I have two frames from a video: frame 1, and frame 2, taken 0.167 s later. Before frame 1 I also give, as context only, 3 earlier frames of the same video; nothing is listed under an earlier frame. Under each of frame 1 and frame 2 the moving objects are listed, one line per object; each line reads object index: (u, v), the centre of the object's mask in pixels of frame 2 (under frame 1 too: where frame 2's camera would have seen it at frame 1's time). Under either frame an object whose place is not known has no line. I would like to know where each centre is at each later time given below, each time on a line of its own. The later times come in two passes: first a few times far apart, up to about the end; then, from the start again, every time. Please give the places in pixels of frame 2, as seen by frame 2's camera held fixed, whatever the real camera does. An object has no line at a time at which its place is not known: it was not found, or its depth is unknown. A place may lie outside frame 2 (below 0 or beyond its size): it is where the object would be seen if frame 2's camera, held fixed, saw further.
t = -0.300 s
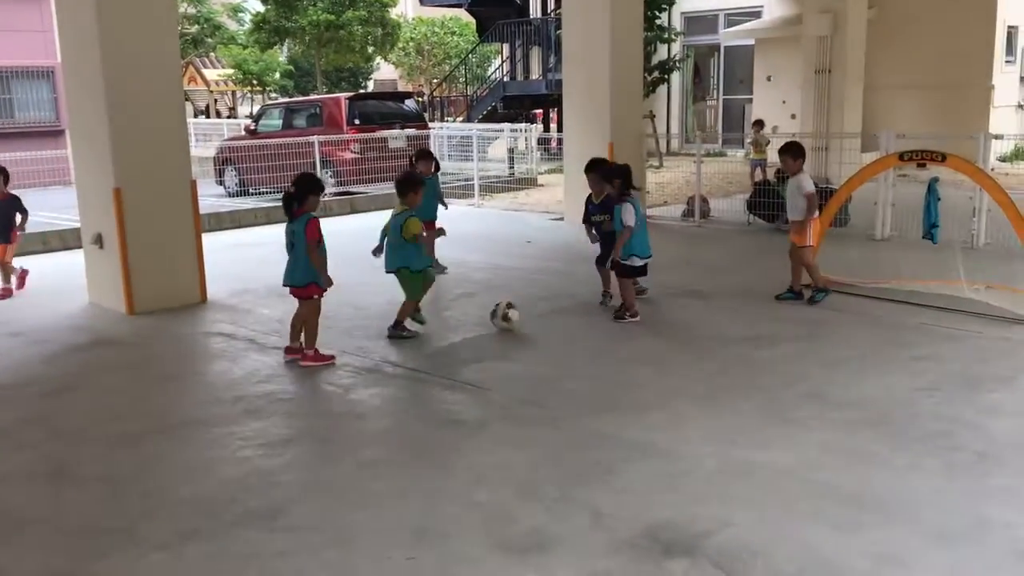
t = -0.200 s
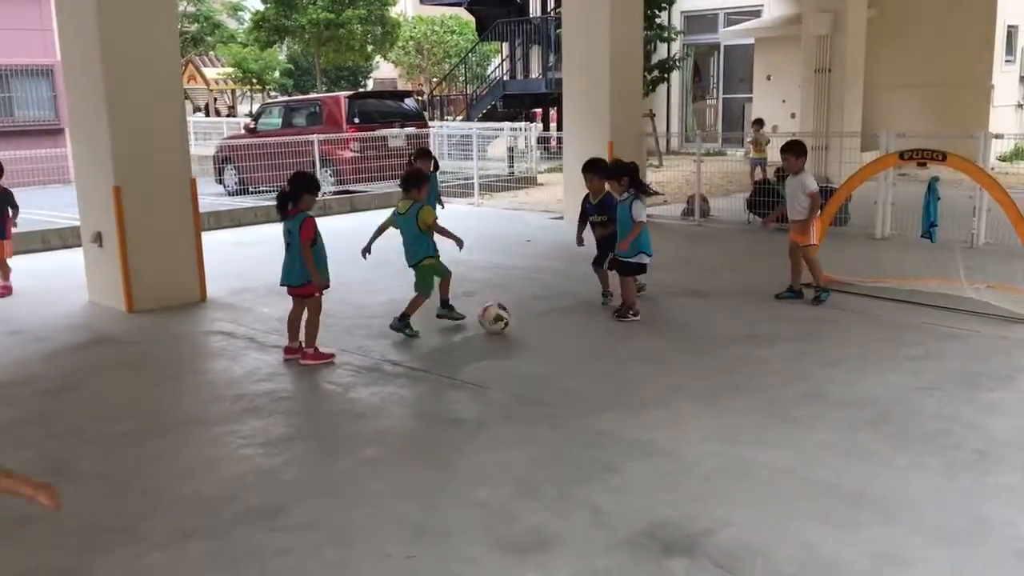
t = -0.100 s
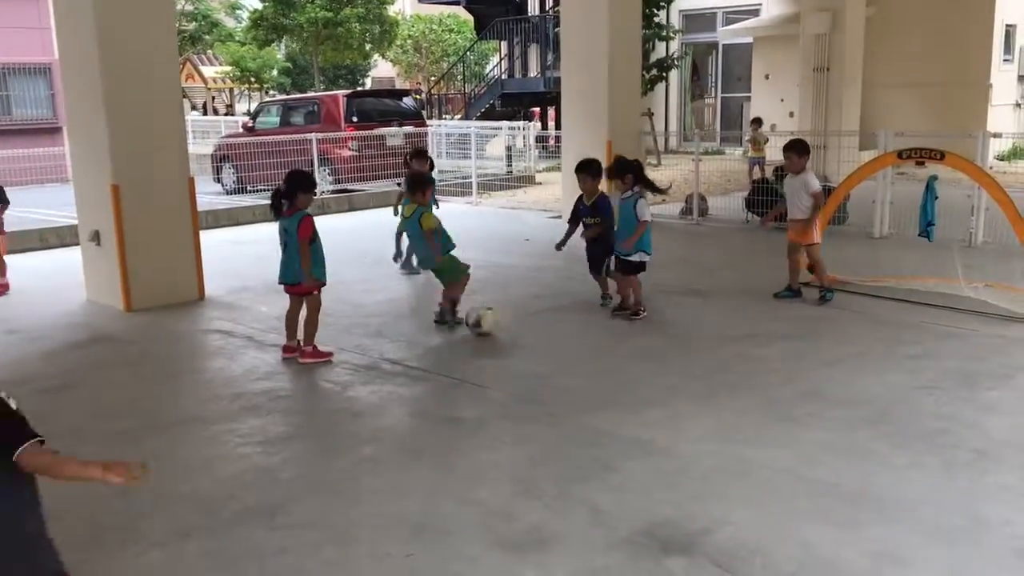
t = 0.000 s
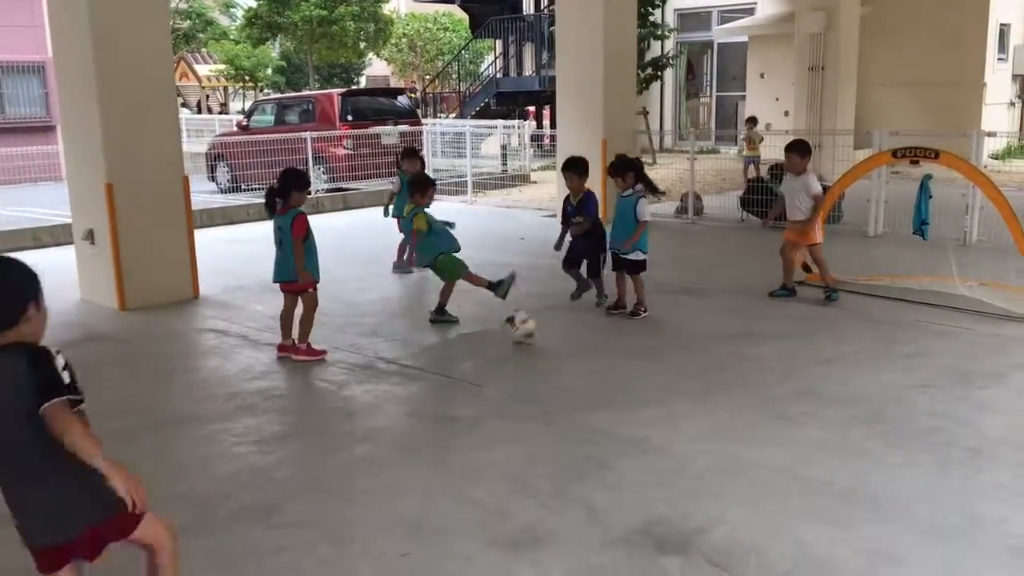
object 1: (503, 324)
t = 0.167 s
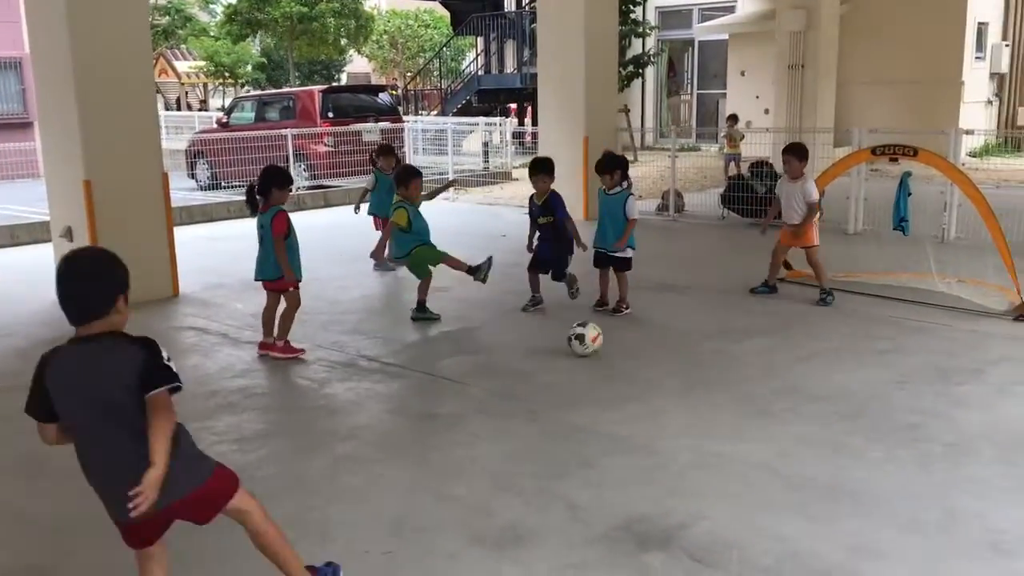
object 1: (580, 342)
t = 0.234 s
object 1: (612, 347)
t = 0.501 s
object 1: (717, 375)
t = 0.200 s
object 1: (596, 344)
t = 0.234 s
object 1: (612, 347)
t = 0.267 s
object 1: (624, 349)
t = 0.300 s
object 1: (636, 356)
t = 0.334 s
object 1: (648, 355)
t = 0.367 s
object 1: (663, 360)
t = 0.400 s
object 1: (673, 362)
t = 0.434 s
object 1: (687, 368)
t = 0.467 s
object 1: (701, 373)
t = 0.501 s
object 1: (717, 375)
